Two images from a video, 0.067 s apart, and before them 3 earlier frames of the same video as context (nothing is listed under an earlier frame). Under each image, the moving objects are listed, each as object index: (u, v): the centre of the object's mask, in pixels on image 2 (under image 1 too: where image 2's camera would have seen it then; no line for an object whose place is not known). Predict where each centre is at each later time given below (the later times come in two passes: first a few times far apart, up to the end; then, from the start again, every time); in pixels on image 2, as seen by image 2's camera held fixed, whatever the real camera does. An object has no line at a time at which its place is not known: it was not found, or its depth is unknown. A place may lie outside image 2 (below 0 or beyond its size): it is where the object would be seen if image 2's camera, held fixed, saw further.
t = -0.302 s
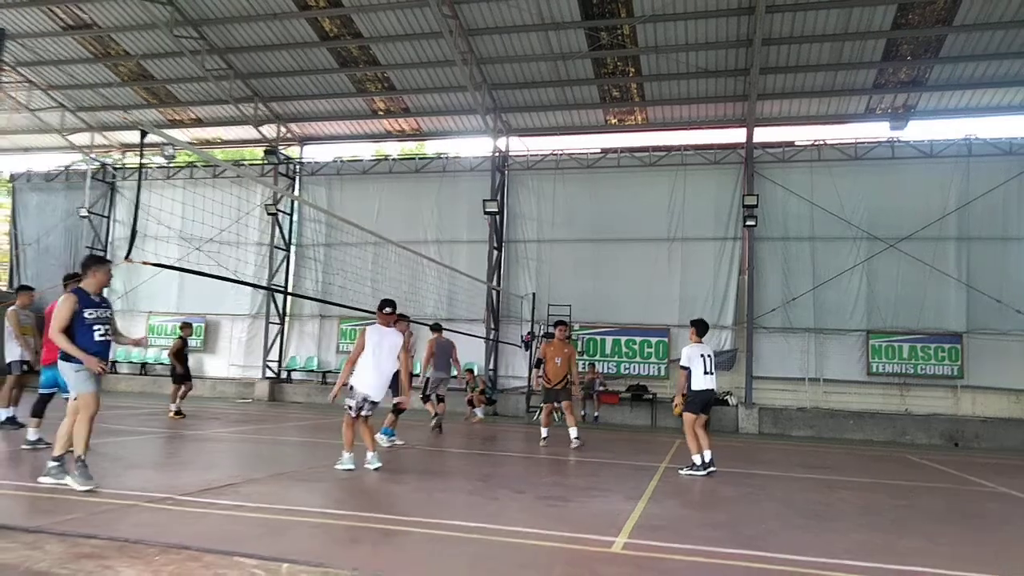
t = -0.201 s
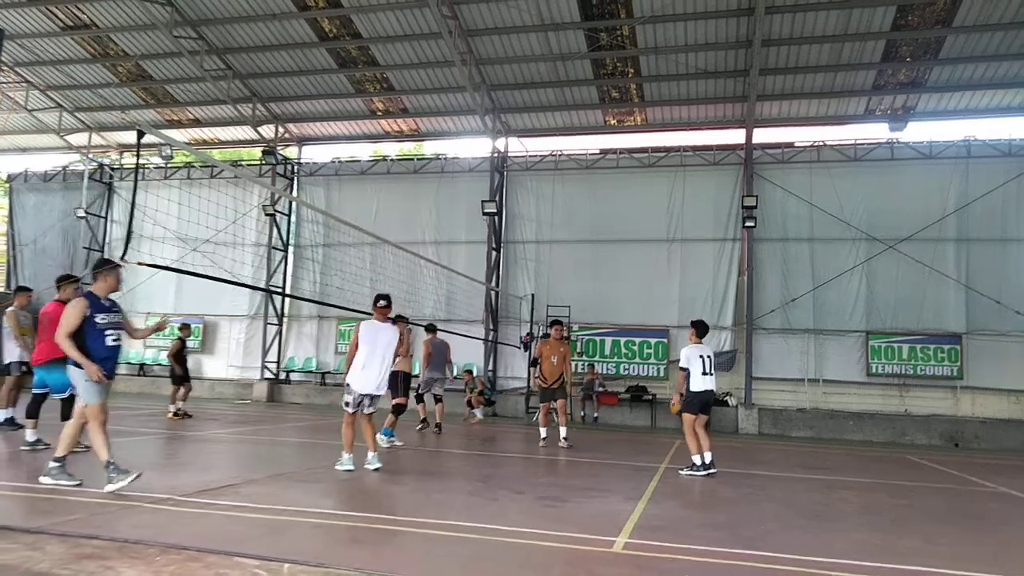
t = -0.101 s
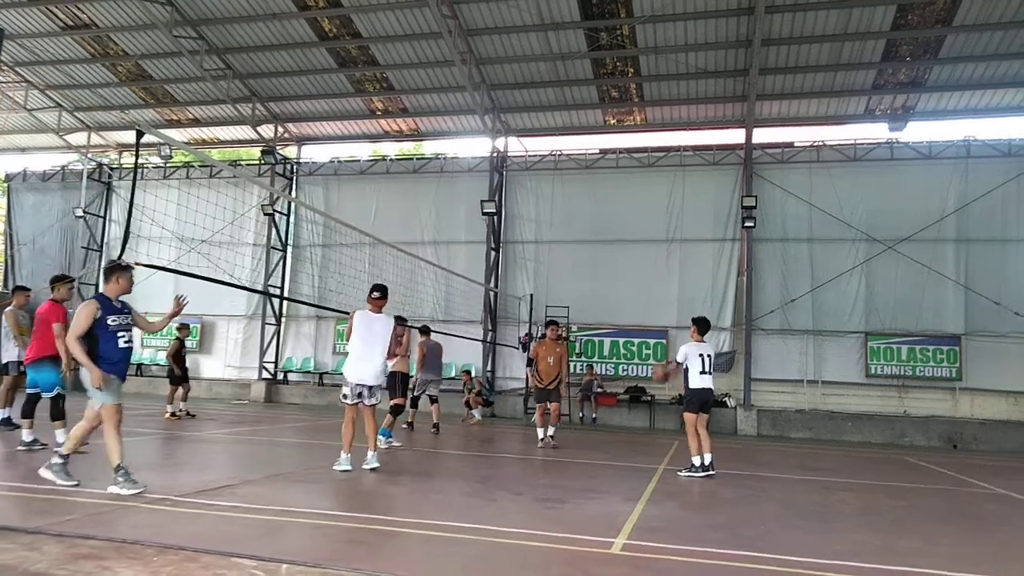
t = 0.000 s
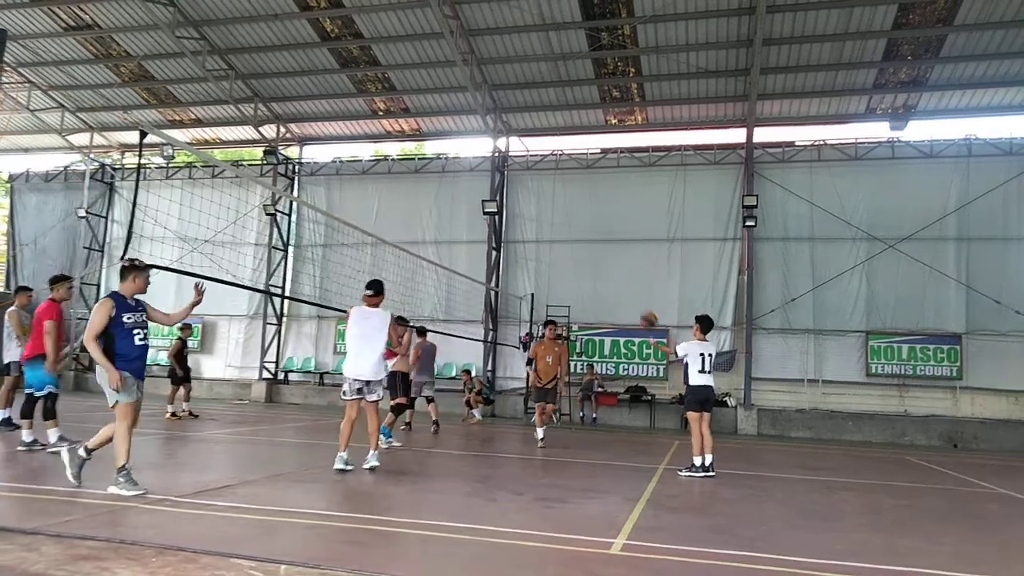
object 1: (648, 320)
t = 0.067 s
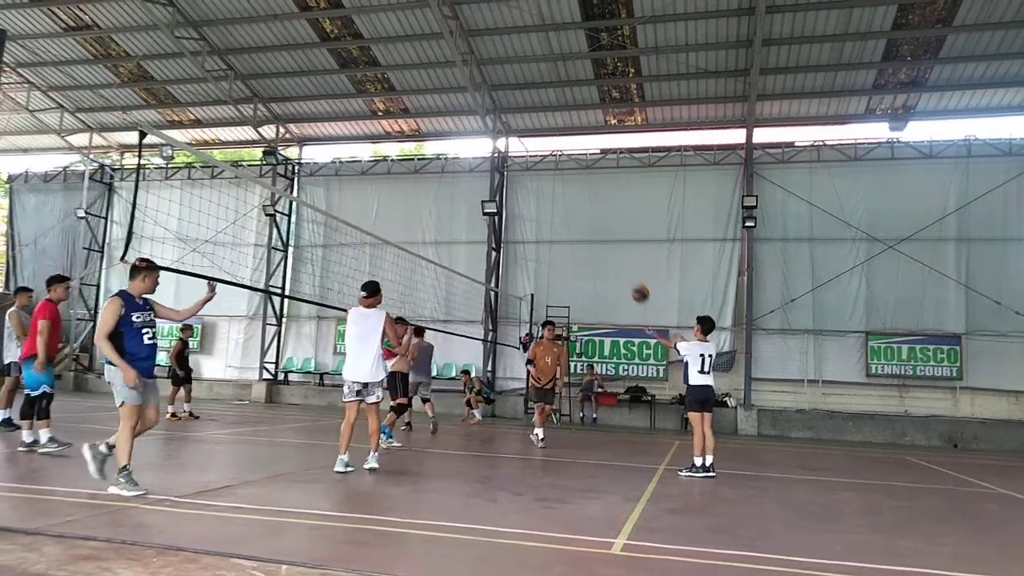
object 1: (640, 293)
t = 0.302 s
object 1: (615, 233)
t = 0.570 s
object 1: (589, 220)
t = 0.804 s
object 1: (567, 249)
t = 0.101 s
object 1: (637, 281)
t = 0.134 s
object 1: (633, 270)
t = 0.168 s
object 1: (629, 261)
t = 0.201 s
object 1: (626, 252)
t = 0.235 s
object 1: (622, 245)
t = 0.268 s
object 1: (619, 238)
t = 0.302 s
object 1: (615, 233)
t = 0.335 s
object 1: (612, 228)
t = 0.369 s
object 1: (609, 224)
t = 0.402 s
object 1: (605, 221)
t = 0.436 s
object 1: (602, 220)
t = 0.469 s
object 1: (598, 218)
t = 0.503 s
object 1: (595, 218)
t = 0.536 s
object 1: (592, 219)
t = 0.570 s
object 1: (589, 220)
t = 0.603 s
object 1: (586, 222)
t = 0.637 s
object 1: (583, 225)
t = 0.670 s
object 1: (580, 228)
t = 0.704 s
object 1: (576, 232)
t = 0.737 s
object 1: (574, 237)
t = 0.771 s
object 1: (570, 243)
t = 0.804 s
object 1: (567, 249)
